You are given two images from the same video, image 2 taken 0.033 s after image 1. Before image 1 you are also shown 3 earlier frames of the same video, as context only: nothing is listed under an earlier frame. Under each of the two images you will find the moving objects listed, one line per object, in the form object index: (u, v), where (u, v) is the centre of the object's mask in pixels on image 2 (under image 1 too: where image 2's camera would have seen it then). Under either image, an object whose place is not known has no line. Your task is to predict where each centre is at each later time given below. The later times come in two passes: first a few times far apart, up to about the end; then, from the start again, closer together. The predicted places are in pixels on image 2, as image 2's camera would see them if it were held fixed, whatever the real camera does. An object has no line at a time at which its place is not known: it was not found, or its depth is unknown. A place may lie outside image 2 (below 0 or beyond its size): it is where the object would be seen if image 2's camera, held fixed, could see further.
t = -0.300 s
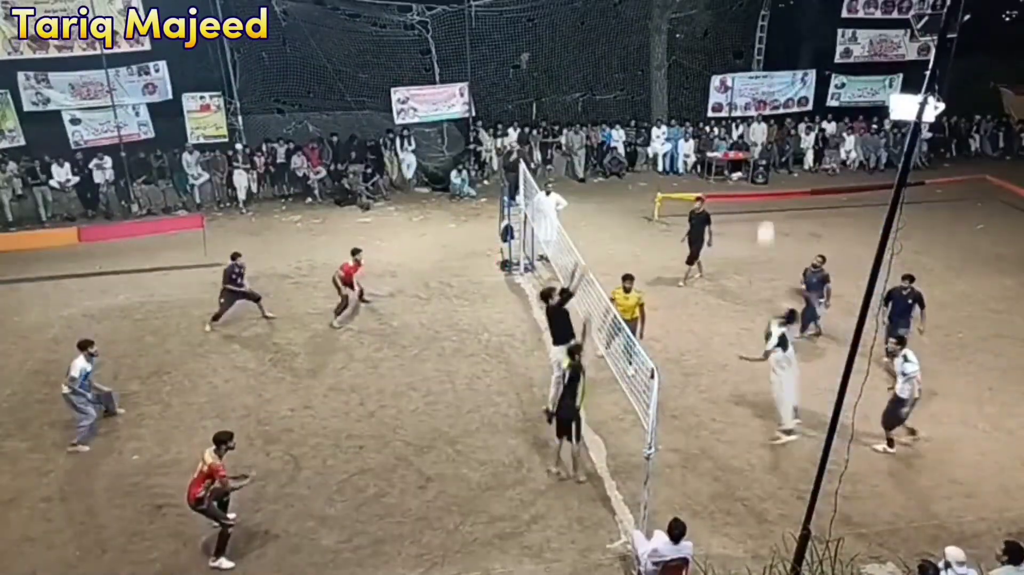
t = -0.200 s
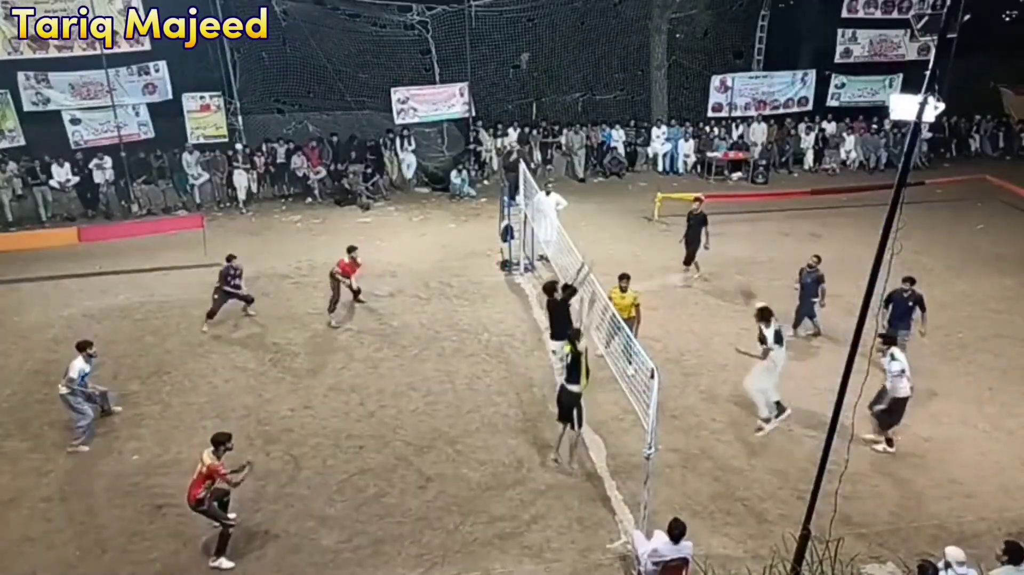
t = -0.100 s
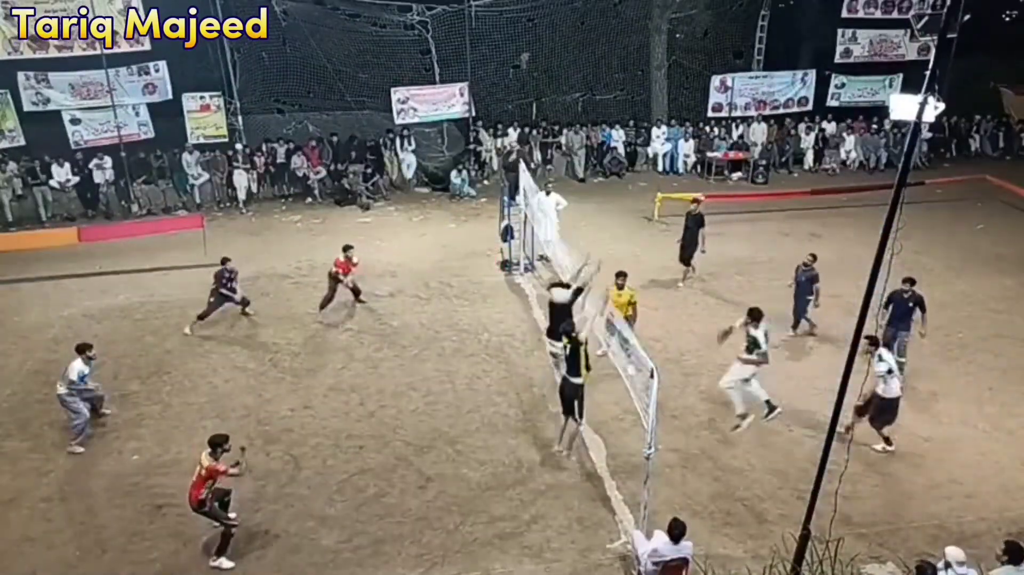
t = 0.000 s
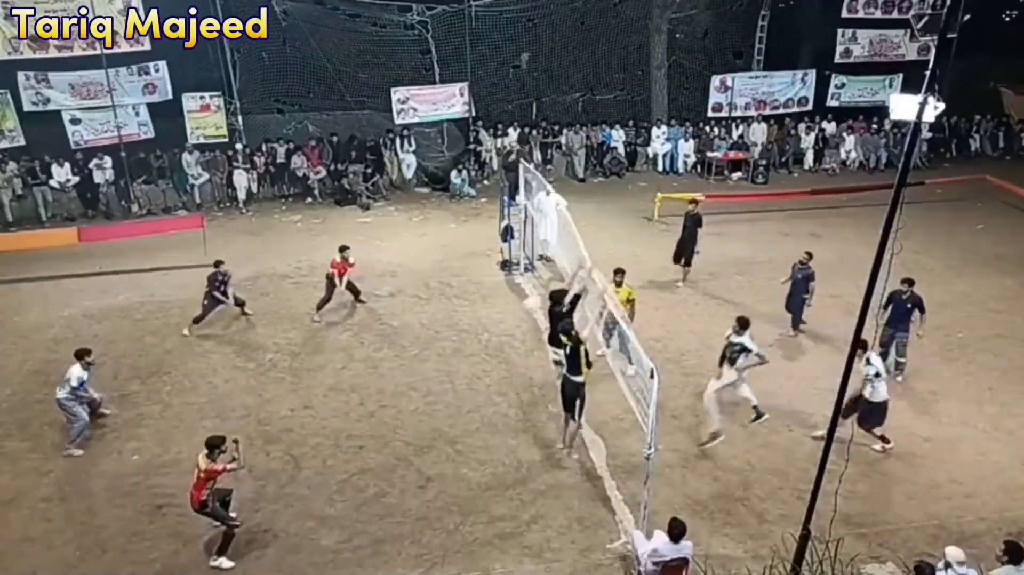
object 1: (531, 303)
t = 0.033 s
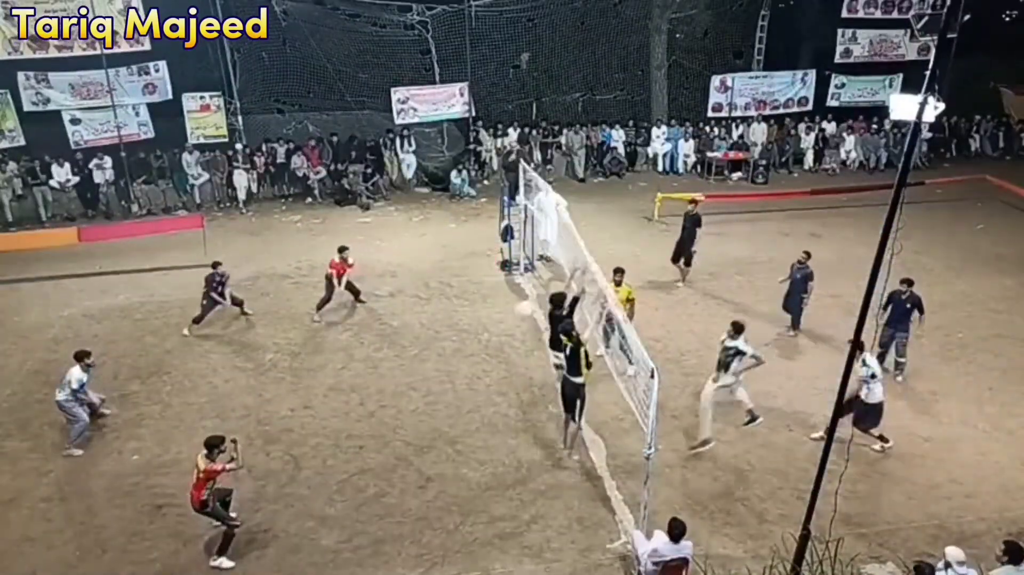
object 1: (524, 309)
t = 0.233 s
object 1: (471, 358)
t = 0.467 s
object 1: (407, 460)
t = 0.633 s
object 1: (362, 562)
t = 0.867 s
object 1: (275, 551)
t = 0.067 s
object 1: (515, 314)
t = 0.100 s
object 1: (506, 321)
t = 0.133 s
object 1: (498, 329)
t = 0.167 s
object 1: (488, 338)
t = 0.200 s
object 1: (480, 347)
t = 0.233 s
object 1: (471, 358)
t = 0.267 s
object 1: (462, 370)
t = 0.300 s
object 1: (453, 383)
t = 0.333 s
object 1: (444, 395)
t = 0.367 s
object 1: (435, 410)
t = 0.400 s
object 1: (425, 426)
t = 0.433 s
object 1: (416, 443)
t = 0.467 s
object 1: (407, 460)
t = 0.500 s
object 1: (398, 480)
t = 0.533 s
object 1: (389, 499)
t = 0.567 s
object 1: (380, 520)
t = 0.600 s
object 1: (370, 542)
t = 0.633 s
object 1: (362, 562)
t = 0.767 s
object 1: (314, 569)
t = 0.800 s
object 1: (303, 565)
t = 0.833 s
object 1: (289, 557)
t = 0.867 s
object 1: (275, 551)
